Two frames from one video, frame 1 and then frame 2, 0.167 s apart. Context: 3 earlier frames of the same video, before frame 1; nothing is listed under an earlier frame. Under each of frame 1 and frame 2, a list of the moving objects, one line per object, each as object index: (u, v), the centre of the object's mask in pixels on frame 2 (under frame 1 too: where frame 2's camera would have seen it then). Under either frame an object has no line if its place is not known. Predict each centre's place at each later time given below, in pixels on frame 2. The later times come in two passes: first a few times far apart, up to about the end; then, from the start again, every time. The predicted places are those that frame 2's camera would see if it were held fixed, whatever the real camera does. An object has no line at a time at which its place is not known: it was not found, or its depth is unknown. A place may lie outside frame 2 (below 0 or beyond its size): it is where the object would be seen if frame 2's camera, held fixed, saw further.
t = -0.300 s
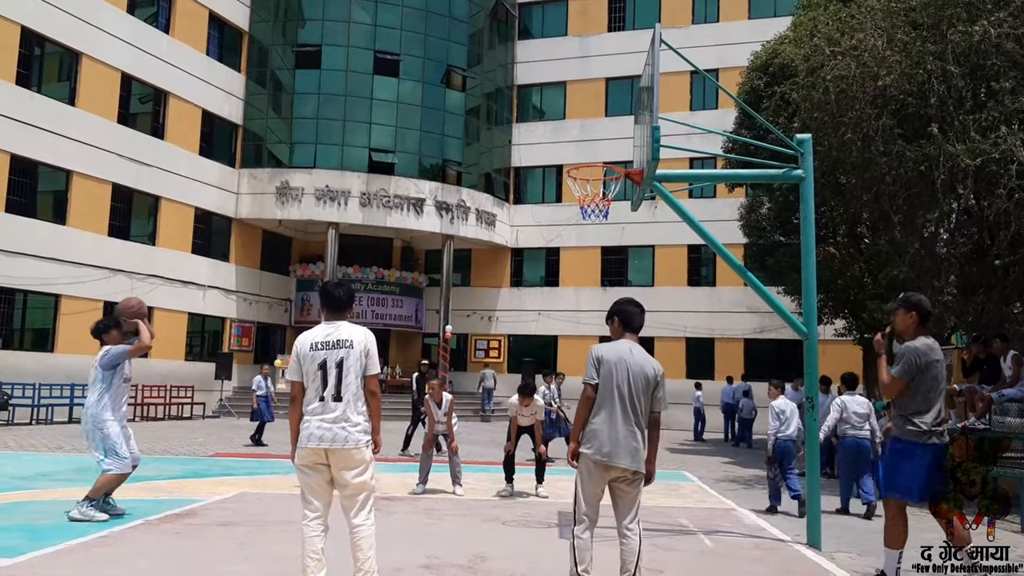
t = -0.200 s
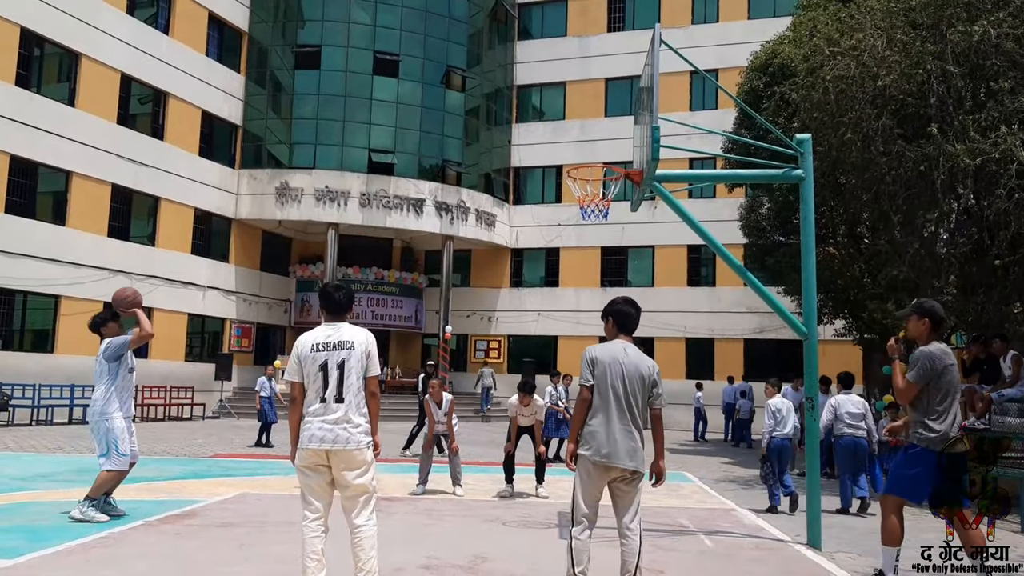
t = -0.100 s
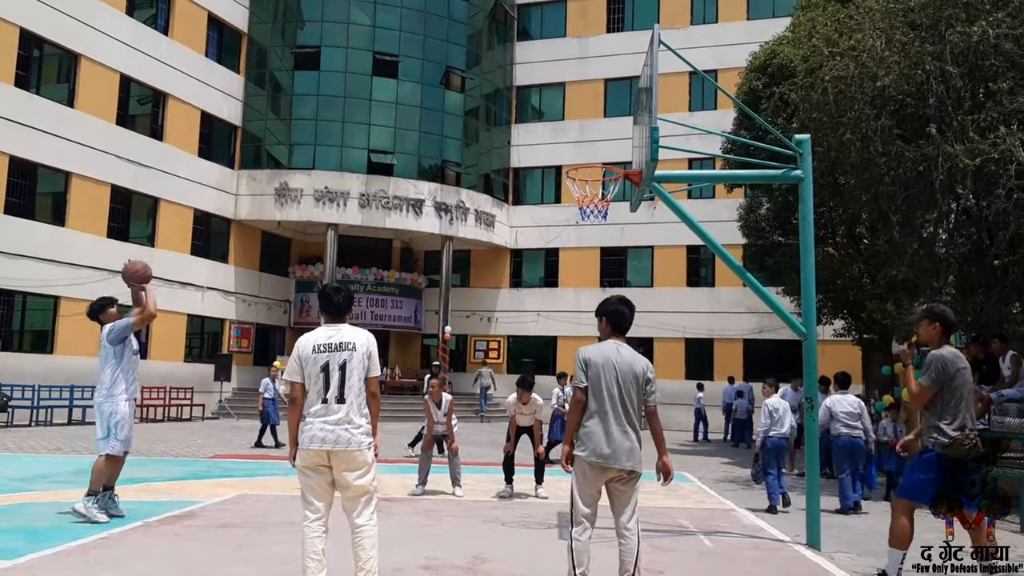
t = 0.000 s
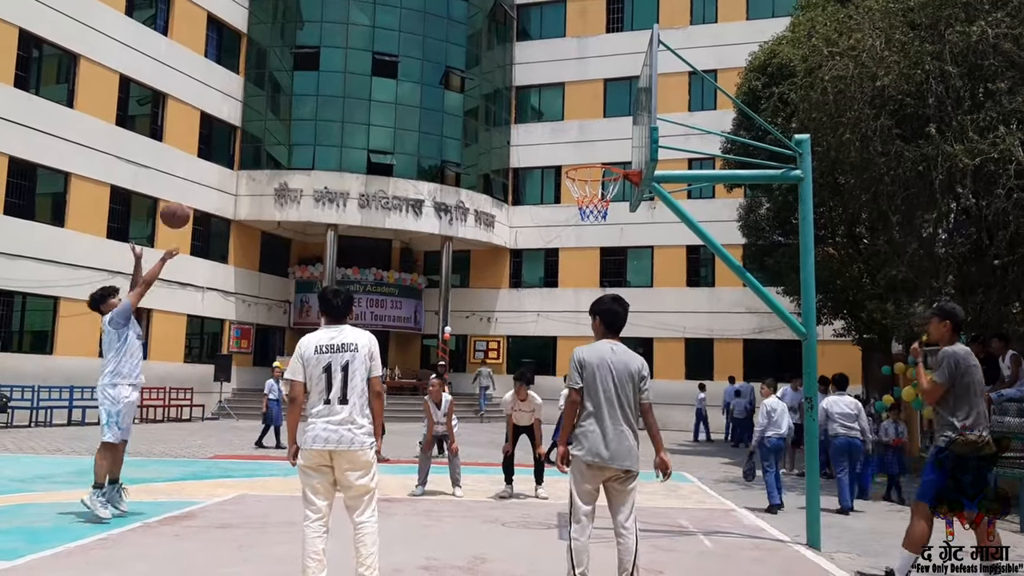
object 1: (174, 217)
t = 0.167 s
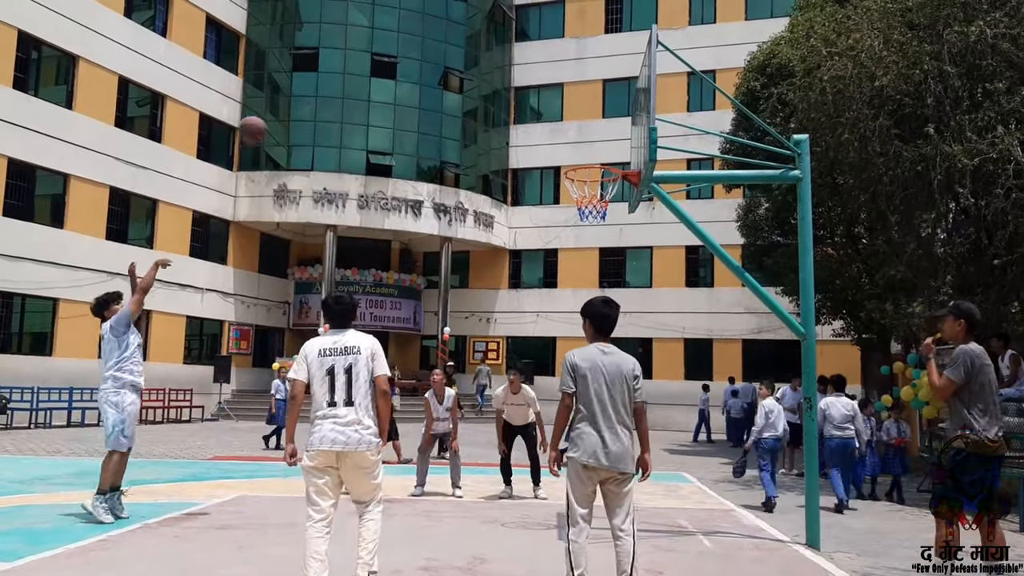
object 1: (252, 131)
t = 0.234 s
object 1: (283, 105)
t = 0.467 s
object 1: (385, 53)
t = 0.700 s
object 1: (482, 58)
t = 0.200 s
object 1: (268, 116)
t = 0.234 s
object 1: (283, 105)
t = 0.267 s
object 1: (298, 94)
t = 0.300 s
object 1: (313, 84)
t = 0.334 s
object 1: (328, 75)
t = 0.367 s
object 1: (343, 68)
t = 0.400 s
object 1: (357, 62)
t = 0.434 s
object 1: (372, 57)
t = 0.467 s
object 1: (385, 53)
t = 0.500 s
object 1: (400, 50)
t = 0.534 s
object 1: (414, 48)
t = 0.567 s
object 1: (428, 48)
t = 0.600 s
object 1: (442, 49)
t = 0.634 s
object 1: (455, 51)
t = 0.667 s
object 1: (470, 55)
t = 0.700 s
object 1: (482, 58)
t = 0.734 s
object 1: (497, 64)
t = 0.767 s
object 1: (511, 72)
